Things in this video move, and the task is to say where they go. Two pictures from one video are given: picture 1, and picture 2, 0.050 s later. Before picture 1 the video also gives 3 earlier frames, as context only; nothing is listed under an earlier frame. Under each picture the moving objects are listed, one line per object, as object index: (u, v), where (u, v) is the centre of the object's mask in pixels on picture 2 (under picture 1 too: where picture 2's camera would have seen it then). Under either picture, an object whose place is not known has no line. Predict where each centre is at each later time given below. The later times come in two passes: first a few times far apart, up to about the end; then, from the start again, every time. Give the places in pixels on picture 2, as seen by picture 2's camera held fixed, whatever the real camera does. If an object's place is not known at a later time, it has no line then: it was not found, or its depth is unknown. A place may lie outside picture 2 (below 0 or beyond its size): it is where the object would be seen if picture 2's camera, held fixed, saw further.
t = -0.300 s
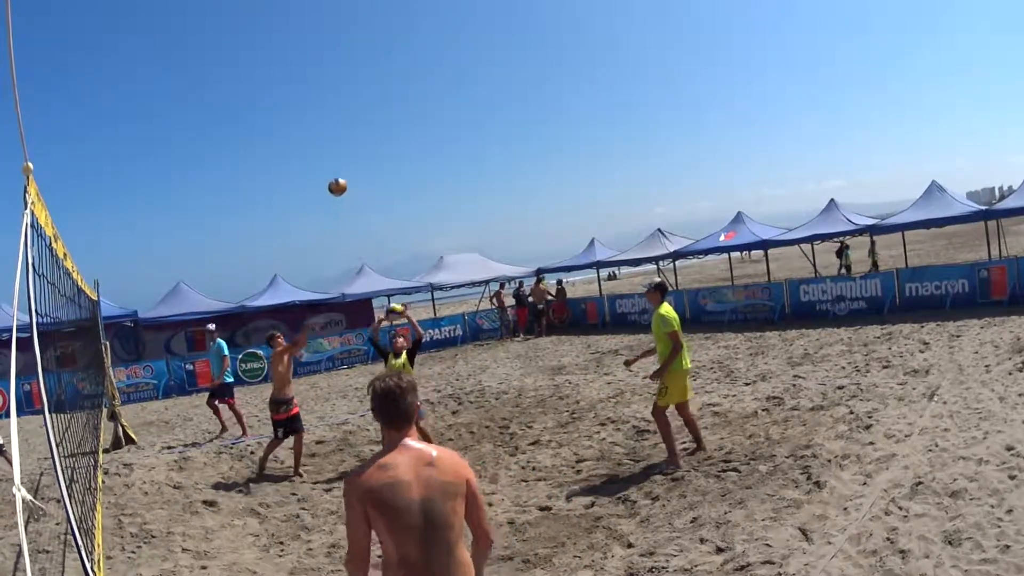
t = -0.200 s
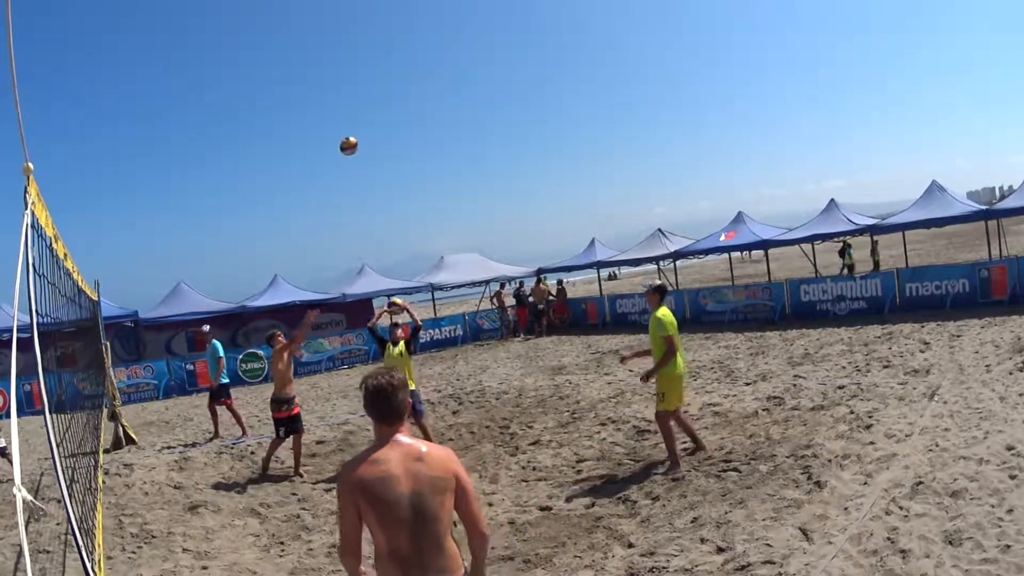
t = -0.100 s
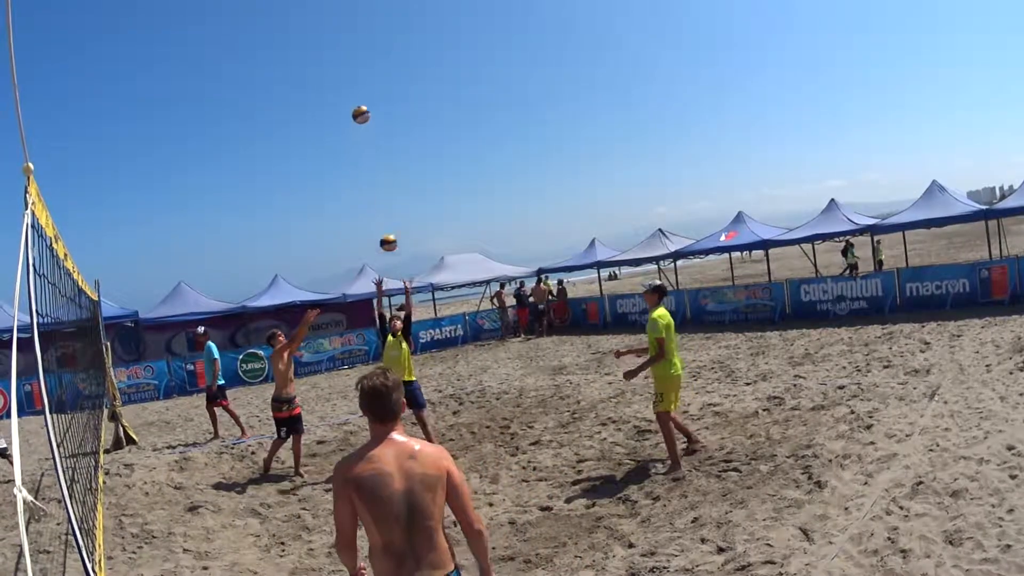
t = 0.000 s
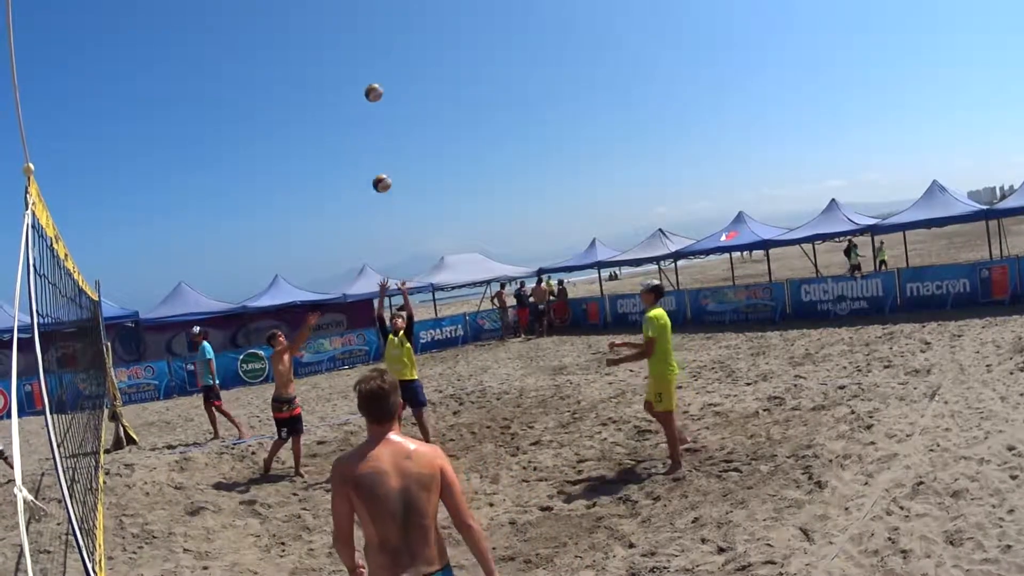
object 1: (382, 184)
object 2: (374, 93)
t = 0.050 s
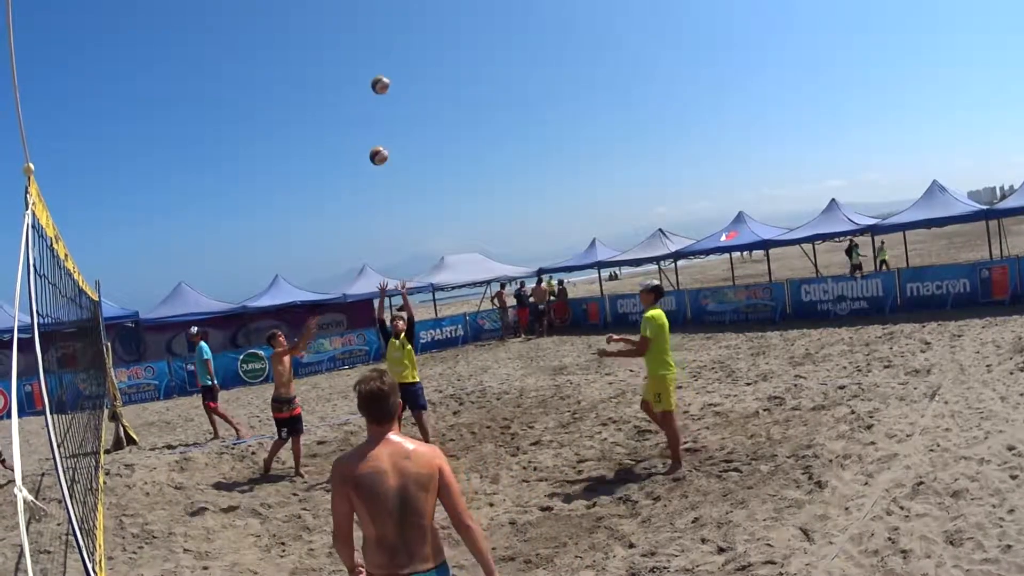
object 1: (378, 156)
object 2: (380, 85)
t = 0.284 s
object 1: (368, 55)
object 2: (412, 74)
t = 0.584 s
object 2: (459, 123)
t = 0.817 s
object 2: (505, 216)
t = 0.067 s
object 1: (378, 147)
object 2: (382, 82)
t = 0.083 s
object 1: (377, 139)
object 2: (385, 80)
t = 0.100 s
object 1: (376, 131)
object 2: (387, 79)
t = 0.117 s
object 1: (375, 123)
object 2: (389, 78)
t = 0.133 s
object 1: (374, 115)
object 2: (391, 76)
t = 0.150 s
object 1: (373, 107)
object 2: (393, 75)
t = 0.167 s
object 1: (373, 100)
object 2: (395, 74)
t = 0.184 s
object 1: (372, 93)
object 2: (398, 73)
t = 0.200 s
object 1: (371, 86)
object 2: (400, 73)
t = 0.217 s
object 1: (371, 79)
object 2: (402, 72)
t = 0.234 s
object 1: (370, 73)
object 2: (405, 72)
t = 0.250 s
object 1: (369, 67)
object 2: (407, 73)
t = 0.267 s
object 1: (369, 61)
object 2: (410, 73)
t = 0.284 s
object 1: (368, 55)
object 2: (412, 74)
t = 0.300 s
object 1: (368, 50)
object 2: (415, 74)
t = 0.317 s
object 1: (367, 44)
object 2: (417, 75)
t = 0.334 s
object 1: (366, 39)
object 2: (419, 77)
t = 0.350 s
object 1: (366, 34)
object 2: (422, 78)
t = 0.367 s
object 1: (366, 29)
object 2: (424, 79)
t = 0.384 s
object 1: (365, 25)
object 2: (427, 81)
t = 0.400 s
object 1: (364, 21)
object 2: (429, 84)
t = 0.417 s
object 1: (364, 17)
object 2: (432, 86)
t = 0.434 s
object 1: (364, 13)
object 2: (434, 88)
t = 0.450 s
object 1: (363, 9)
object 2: (437, 92)
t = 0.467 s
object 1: (363, 7)
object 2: (440, 94)
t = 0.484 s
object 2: (442, 98)
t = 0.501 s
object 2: (445, 101)
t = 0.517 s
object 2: (447, 105)
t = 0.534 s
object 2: (450, 109)
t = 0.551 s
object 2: (454, 114)
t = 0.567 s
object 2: (456, 118)
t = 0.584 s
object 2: (459, 123)
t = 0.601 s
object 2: (462, 128)
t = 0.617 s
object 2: (465, 133)
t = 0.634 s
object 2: (468, 139)
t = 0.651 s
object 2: (471, 145)
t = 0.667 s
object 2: (475, 150)
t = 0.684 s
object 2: (478, 157)
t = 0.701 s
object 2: (481, 163)
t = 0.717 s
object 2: (484, 170)
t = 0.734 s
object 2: (487, 177)
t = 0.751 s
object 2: (491, 184)
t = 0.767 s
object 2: (494, 192)
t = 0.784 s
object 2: (498, 199)
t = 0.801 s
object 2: (501, 208)
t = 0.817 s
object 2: (505, 216)
